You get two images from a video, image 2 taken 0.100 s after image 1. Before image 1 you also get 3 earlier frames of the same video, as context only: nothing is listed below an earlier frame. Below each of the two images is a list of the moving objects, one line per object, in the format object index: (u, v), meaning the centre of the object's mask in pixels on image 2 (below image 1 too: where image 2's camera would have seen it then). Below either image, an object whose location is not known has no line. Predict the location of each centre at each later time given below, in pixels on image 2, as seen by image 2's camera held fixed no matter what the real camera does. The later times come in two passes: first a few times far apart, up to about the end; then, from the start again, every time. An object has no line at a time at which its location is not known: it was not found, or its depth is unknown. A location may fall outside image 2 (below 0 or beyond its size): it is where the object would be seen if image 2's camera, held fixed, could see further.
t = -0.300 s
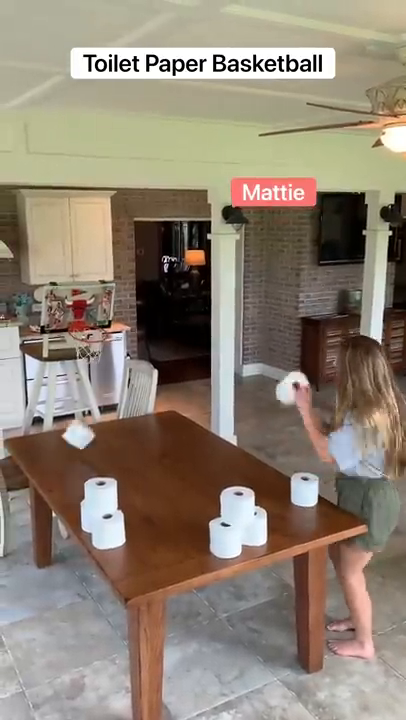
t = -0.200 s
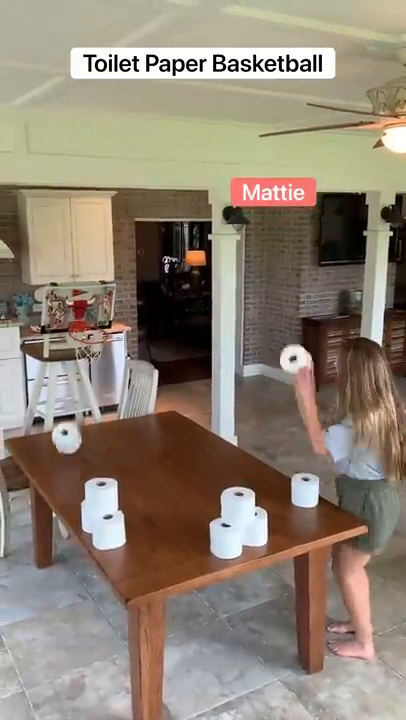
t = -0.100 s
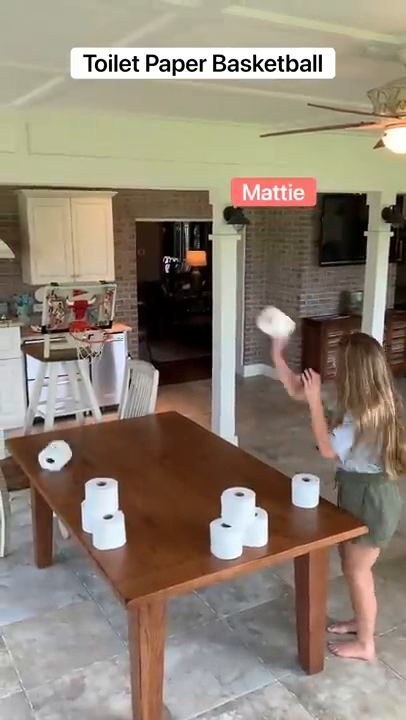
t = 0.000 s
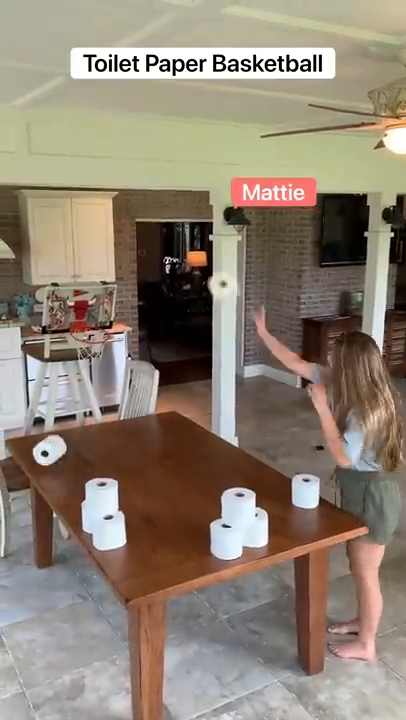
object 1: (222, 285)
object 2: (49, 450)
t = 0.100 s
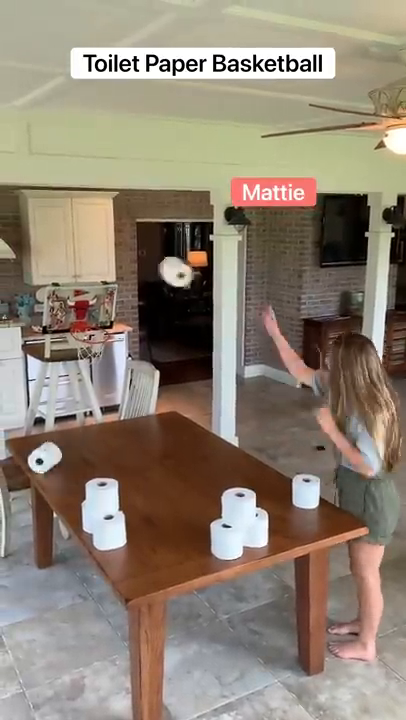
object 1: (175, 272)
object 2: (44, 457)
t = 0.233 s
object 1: (121, 279)
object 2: (37, 458)
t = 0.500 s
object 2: (27, 461)
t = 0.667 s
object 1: (76, 416)
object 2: (15, 472)
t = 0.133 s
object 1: (161, 271)
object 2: (42, 457)
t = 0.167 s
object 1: (146, 271)
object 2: (40, 457)
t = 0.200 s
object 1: (132, 273)
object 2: (38, 457)
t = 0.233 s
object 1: (121, 279)
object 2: (37, 458)
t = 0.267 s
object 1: (107, 286)
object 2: (35, 459)
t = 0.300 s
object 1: (97, 293)
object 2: (34, 460)
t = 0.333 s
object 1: (94, 305)
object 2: (33, 461)
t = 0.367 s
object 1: (92, 316)
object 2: (32, 460)
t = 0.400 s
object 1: (90, 329)
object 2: (31, 460)
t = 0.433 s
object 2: (30, 461)
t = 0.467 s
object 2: (29, 461)
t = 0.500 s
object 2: (27, 461)
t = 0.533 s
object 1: (83, 400)
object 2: (26, 462)
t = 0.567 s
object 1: (83, 419)
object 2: (23, 463)
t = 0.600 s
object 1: (81, 425)
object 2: (21, 464)
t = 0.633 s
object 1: (79, 419)
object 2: (18, 467)
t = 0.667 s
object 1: (76, 416)
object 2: (15, 472)
